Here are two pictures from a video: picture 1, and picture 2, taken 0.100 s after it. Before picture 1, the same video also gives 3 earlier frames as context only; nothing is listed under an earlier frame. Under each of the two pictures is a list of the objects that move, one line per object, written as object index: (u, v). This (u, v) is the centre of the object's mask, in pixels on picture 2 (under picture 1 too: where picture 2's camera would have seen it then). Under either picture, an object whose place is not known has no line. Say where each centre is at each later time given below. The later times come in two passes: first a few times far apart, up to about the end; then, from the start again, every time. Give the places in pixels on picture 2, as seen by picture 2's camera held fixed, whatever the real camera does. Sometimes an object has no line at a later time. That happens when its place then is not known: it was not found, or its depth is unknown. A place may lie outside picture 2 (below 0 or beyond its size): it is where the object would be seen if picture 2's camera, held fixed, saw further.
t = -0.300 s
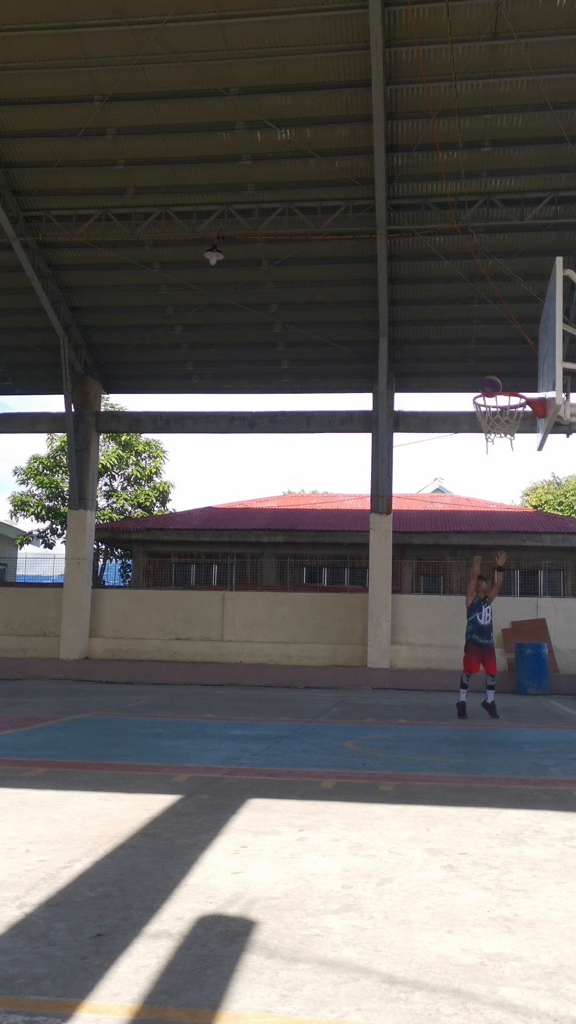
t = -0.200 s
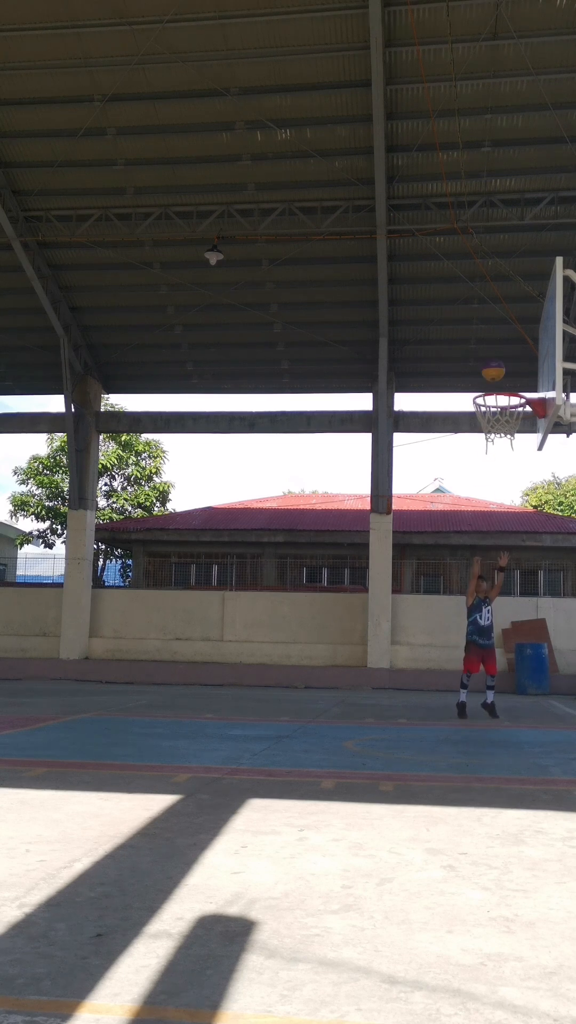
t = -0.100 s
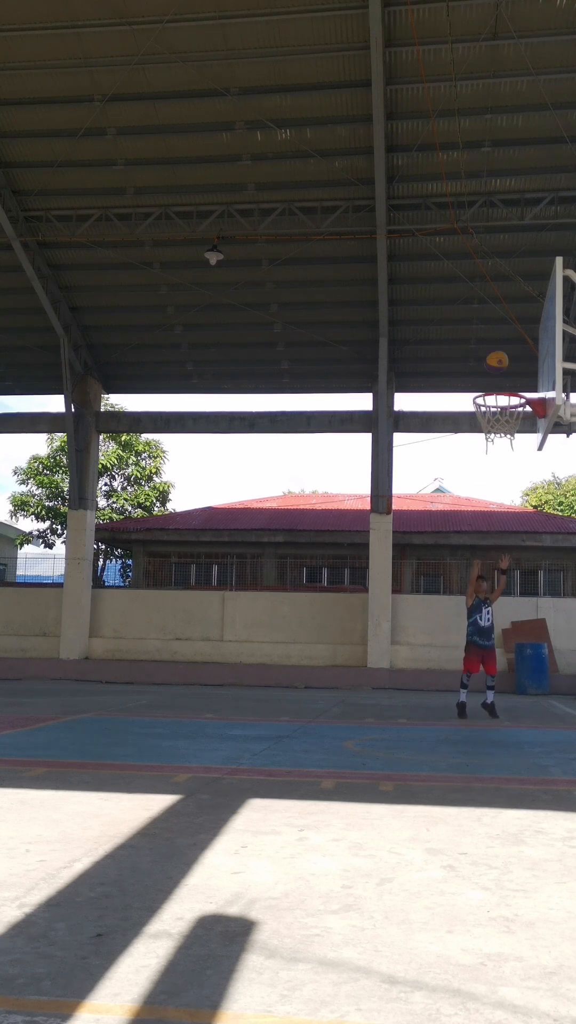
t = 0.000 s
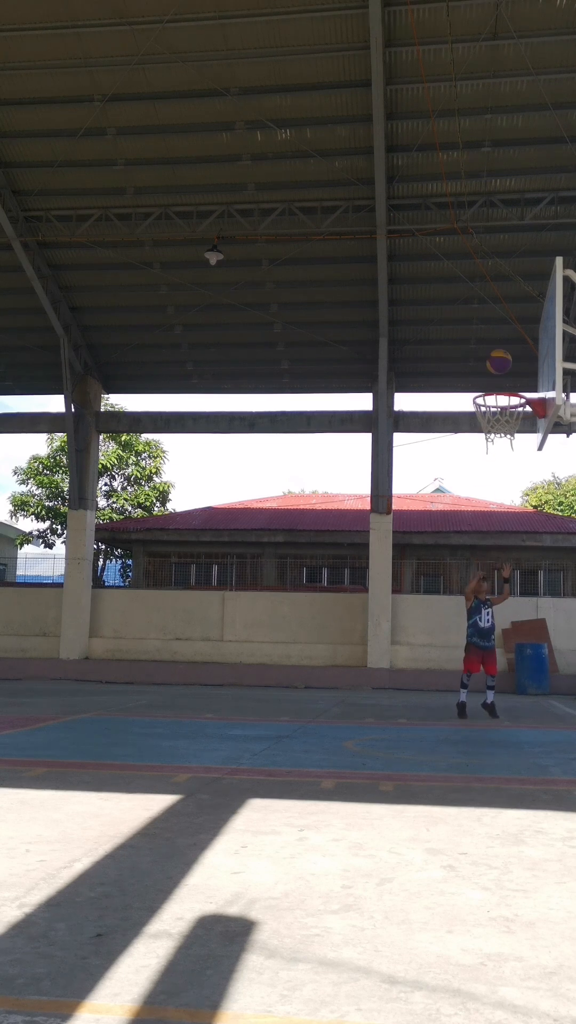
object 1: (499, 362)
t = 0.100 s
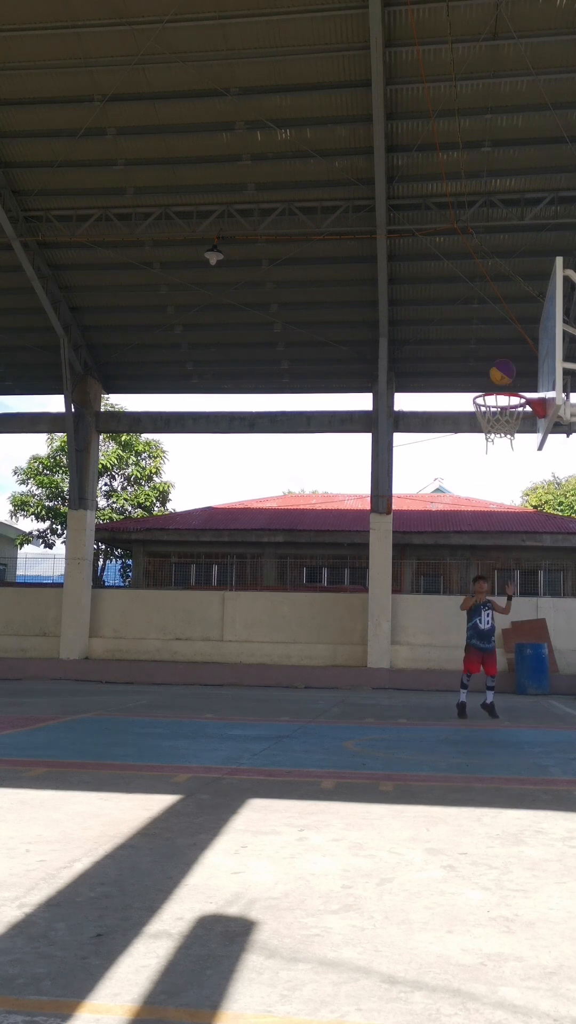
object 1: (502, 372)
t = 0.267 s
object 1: (508, 411)
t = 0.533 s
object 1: (491, 436)
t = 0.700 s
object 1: (480, 483)
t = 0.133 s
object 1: (504, 379)
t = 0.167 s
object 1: (505, 384)
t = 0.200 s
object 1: (505, 395)
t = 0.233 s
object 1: (507, 403)
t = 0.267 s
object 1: (508, 411)
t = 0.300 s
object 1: (507, 413)
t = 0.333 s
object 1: (505, 416)
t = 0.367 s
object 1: (503, 416)
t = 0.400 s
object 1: (500, 420)
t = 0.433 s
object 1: (498, 422)
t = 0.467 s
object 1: (494, 426)
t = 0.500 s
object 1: (492, 430)
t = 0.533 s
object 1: (491, 436)
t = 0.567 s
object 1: (489, 442)
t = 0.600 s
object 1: (486, 451)
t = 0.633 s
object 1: (484, 460)
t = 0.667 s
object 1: (482, 471)
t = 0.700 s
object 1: (480, 483)
